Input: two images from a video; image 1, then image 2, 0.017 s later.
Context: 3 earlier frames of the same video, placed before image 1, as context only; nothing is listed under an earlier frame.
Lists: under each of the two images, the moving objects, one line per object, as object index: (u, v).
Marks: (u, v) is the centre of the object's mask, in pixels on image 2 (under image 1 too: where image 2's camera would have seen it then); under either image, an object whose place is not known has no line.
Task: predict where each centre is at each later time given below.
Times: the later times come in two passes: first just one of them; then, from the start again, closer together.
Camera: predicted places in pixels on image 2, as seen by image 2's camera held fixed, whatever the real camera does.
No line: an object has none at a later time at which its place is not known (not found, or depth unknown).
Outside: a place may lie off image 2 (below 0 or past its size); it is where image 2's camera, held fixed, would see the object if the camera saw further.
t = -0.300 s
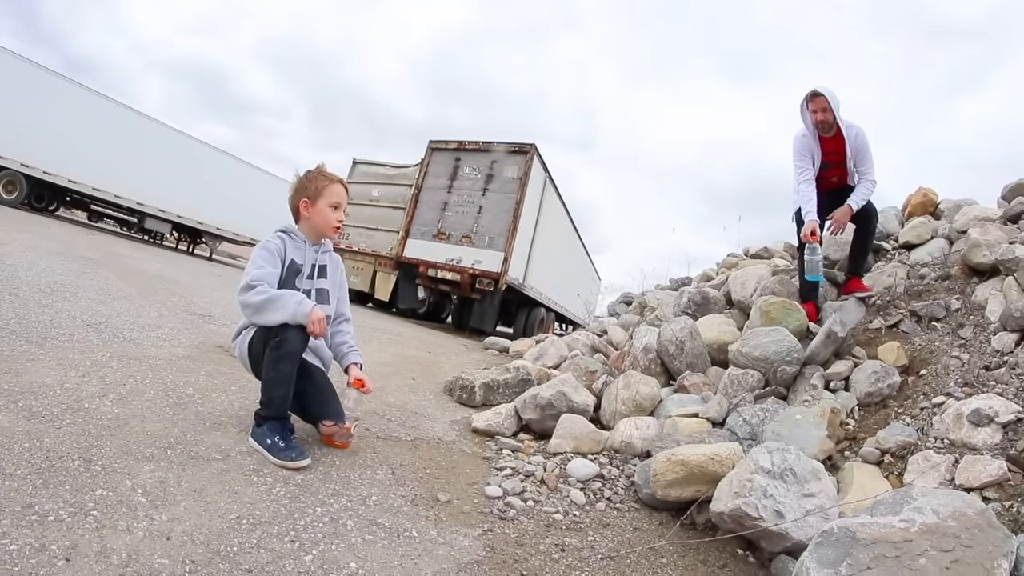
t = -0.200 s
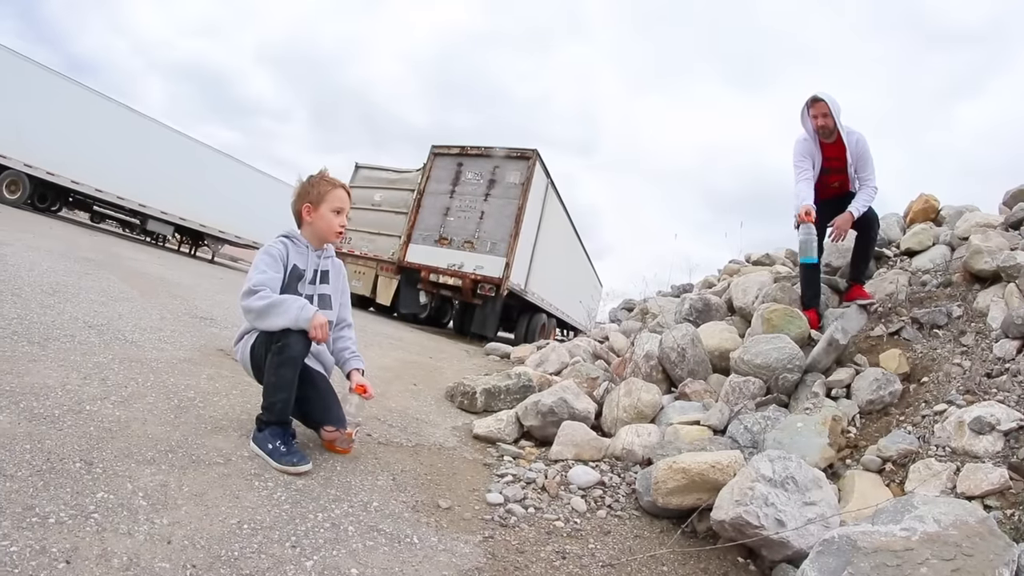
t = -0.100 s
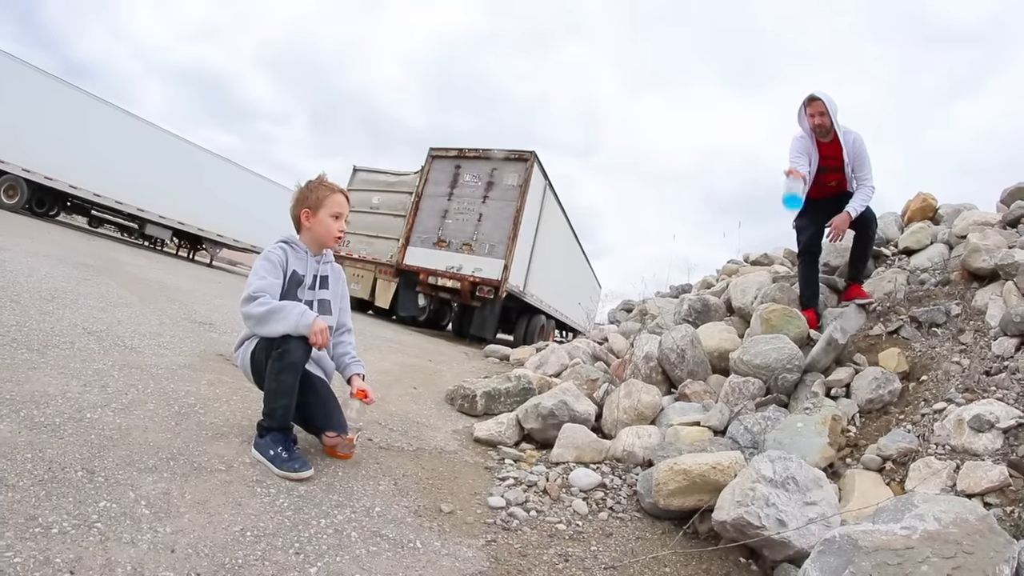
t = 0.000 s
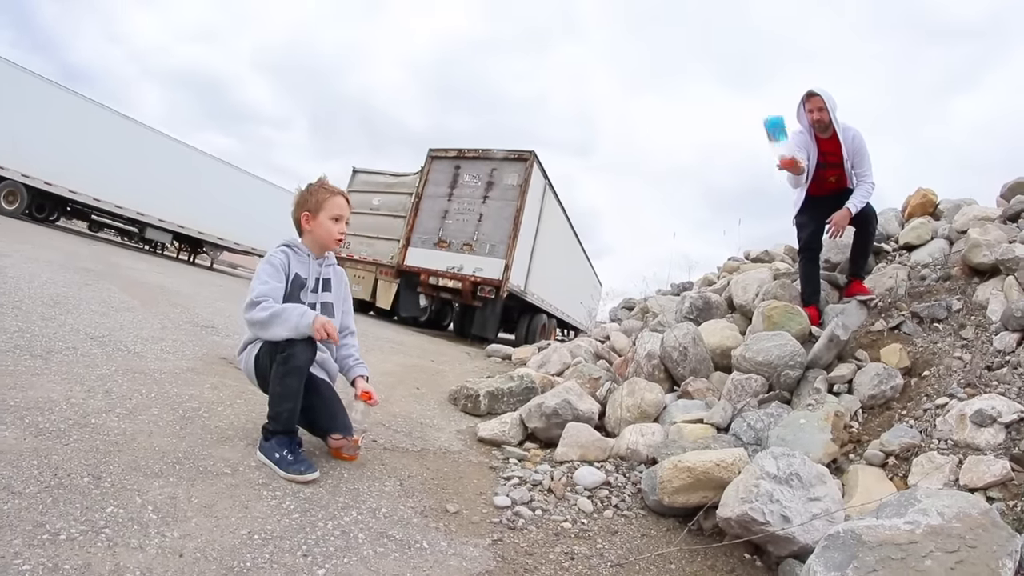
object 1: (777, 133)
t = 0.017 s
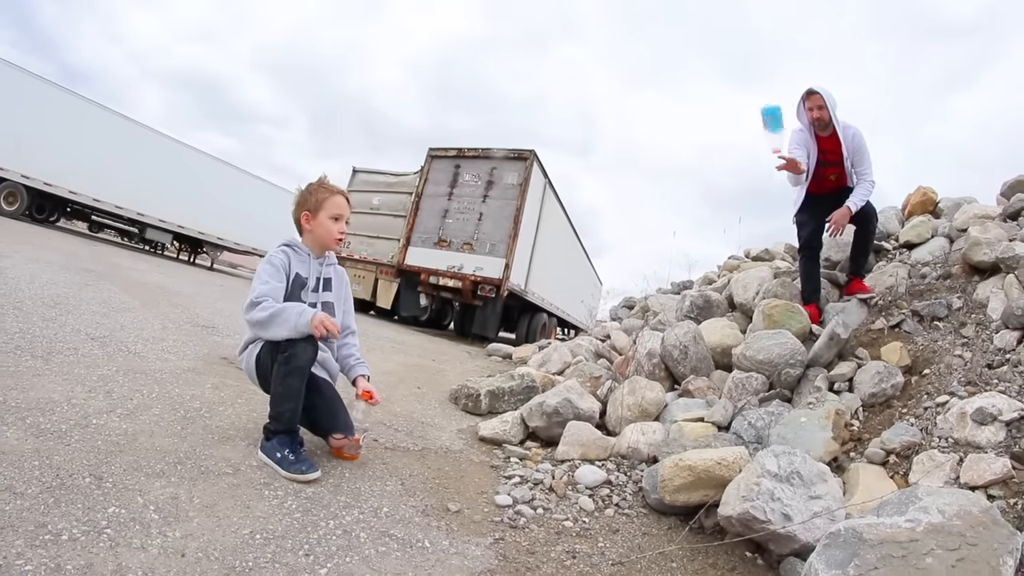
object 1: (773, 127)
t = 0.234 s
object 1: (725, 51)
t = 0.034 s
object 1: (769, 117)
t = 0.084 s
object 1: (758, 89)
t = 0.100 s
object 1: (754, 82)
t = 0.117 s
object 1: (749, 76)
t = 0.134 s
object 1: (745, 69)
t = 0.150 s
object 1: (741, 63)
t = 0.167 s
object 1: (737, 58)
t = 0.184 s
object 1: (734, 54)
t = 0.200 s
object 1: (731, 52)
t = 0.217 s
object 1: (728, 51)
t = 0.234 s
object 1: (725, 51)
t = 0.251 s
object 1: (721, 51)
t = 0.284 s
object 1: (713, 52)
